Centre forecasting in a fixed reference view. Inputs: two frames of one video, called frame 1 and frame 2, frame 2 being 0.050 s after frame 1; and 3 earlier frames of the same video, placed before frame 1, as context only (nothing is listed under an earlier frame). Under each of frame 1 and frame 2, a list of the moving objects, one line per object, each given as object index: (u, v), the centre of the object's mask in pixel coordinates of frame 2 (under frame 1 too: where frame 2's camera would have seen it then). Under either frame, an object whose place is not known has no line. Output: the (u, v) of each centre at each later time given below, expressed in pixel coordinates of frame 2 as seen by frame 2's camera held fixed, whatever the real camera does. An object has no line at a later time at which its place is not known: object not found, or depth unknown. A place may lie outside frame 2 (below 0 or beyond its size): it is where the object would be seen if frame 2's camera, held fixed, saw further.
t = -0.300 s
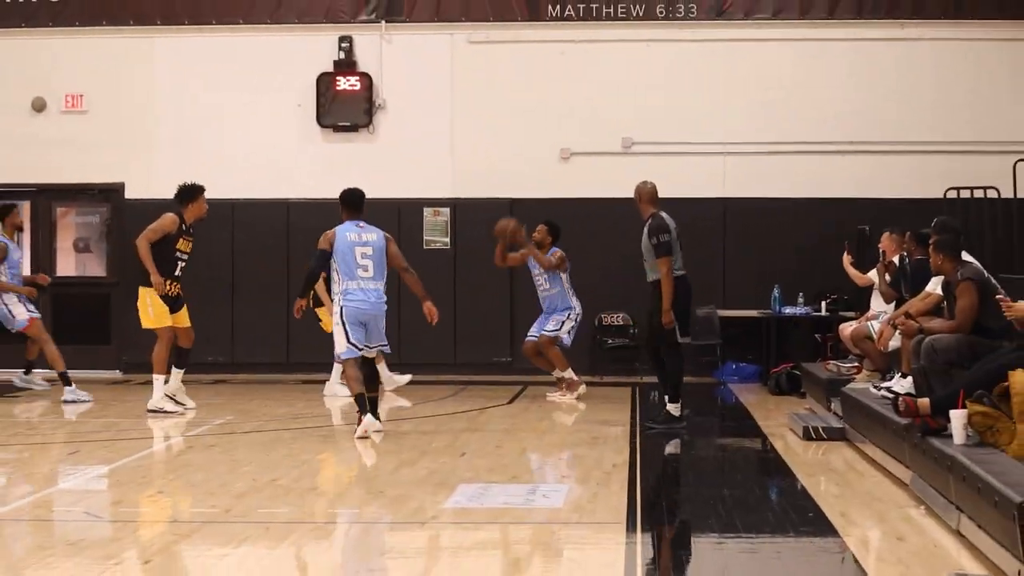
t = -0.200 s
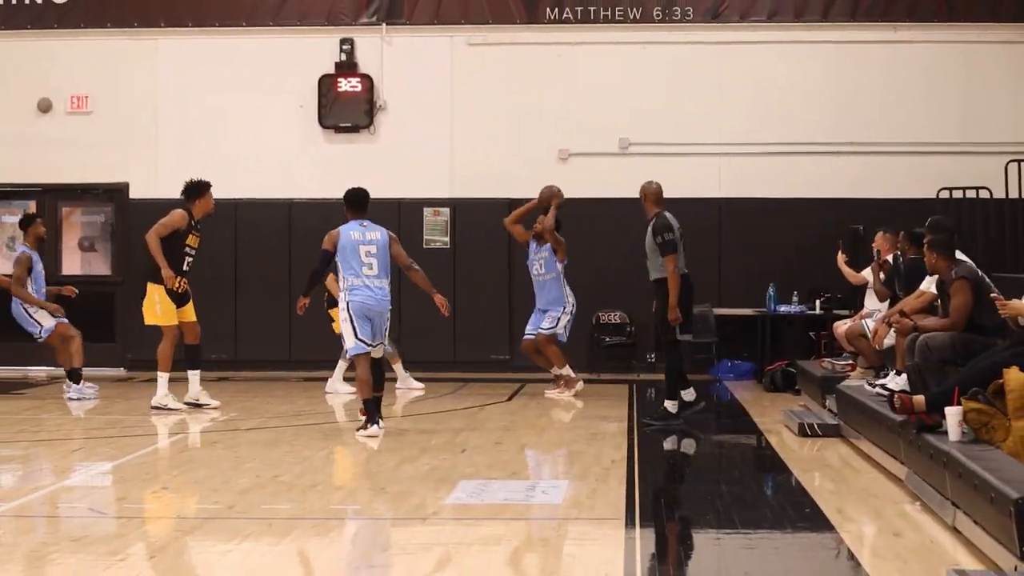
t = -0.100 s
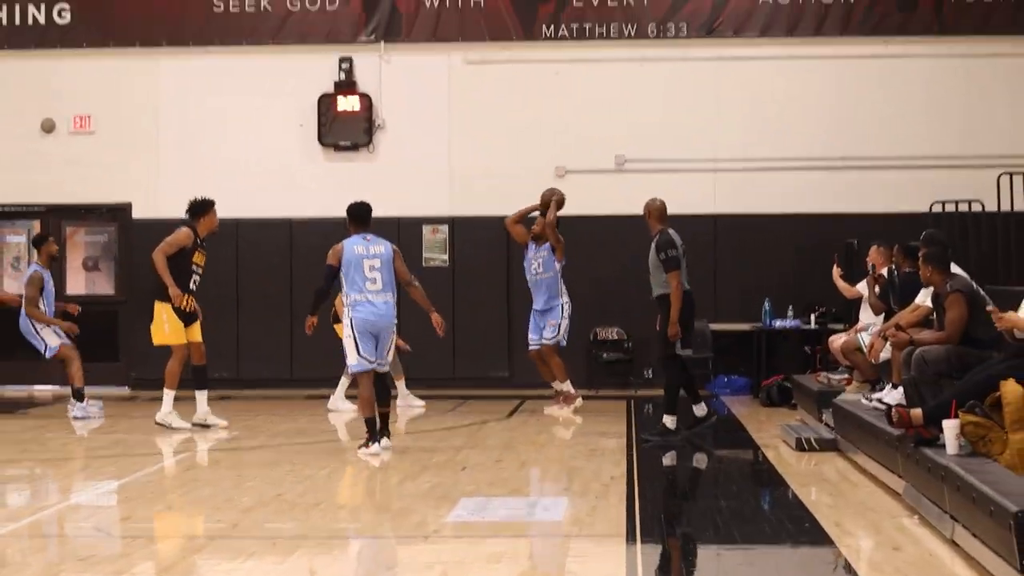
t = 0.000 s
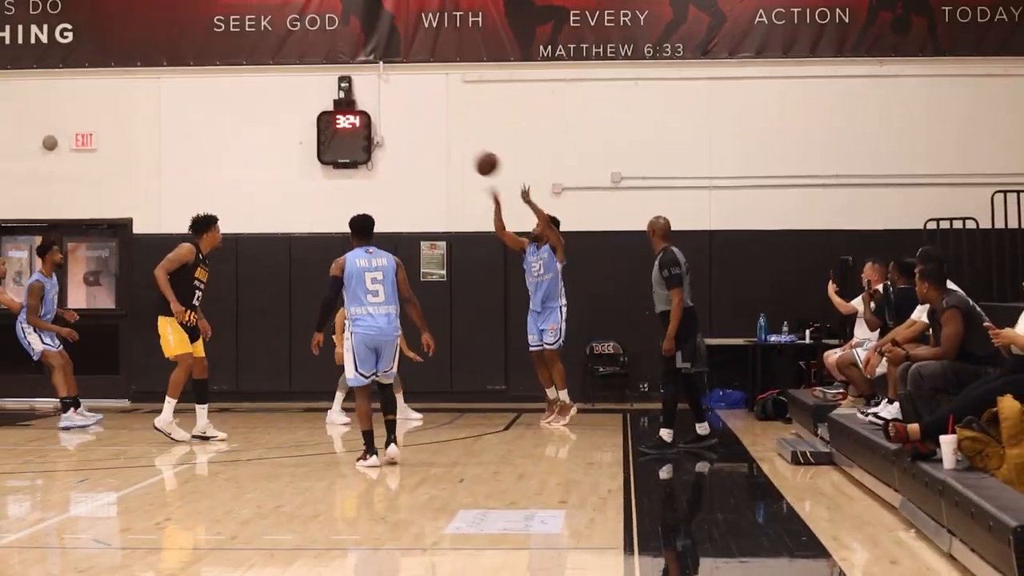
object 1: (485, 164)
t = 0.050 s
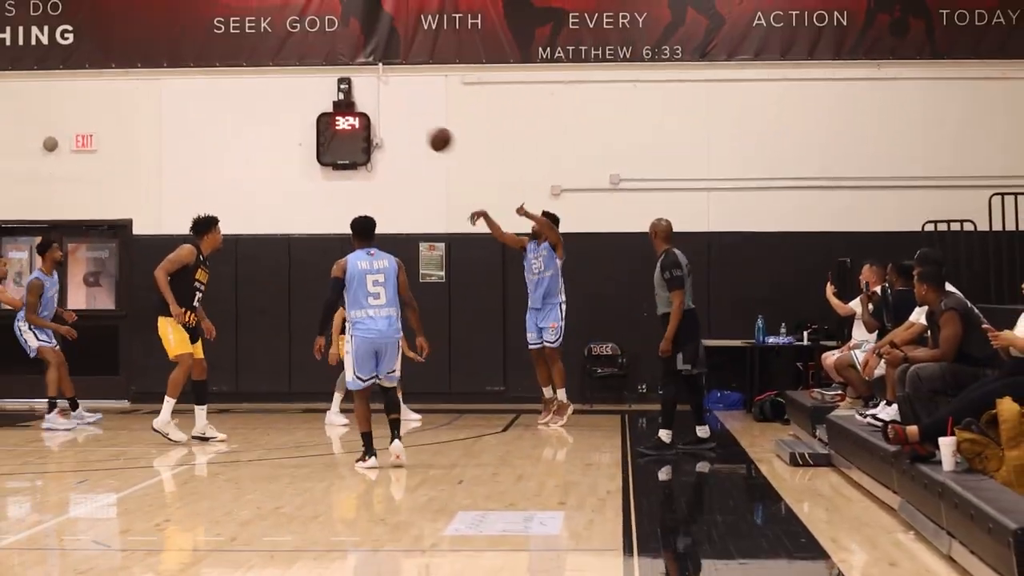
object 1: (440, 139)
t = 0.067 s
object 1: (425, 130)
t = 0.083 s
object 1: (409, 123)
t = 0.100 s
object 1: (394, 115)
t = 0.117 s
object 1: (379, 107)
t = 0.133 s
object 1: (363, 100)
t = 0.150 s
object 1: (346, 96)
